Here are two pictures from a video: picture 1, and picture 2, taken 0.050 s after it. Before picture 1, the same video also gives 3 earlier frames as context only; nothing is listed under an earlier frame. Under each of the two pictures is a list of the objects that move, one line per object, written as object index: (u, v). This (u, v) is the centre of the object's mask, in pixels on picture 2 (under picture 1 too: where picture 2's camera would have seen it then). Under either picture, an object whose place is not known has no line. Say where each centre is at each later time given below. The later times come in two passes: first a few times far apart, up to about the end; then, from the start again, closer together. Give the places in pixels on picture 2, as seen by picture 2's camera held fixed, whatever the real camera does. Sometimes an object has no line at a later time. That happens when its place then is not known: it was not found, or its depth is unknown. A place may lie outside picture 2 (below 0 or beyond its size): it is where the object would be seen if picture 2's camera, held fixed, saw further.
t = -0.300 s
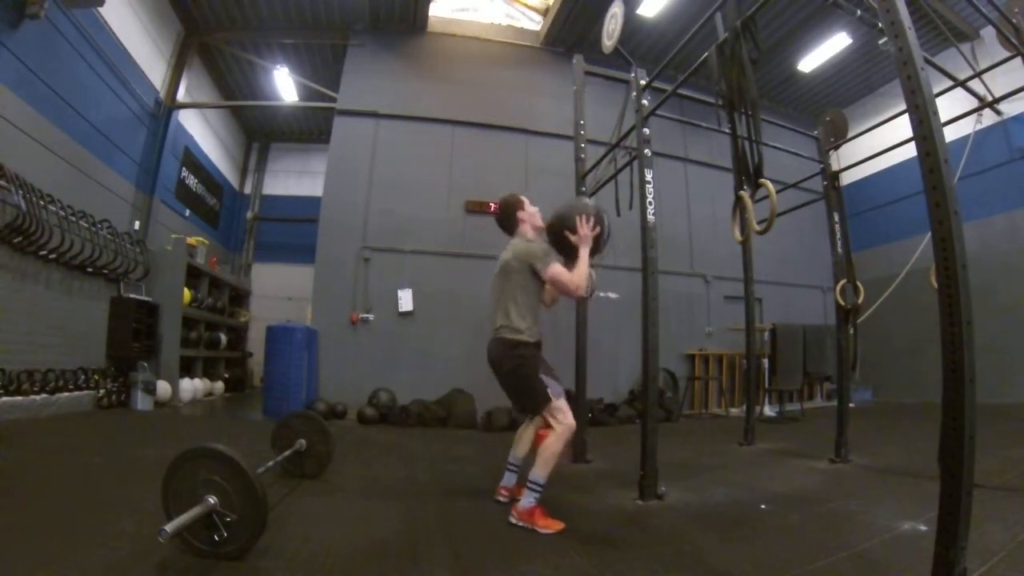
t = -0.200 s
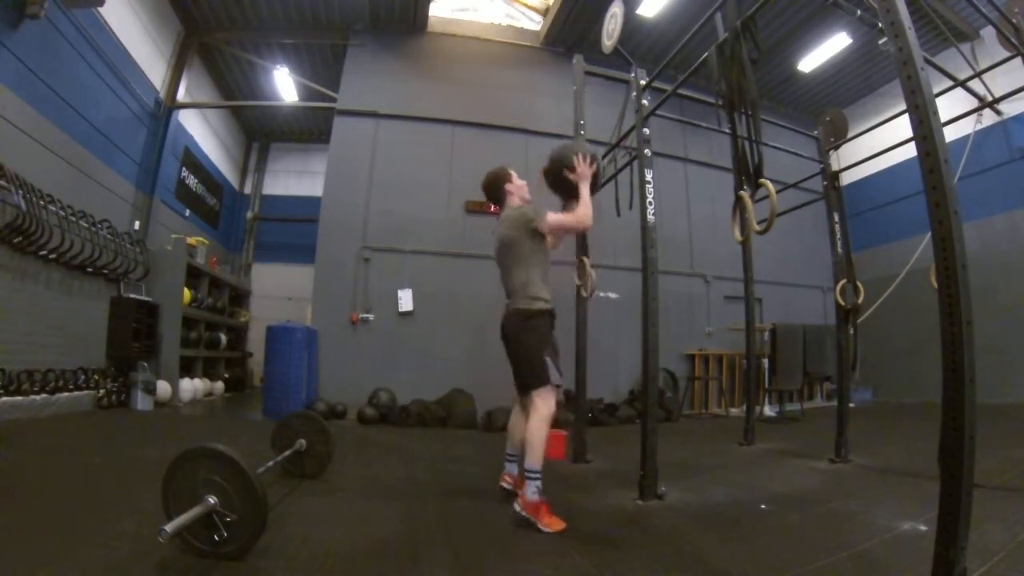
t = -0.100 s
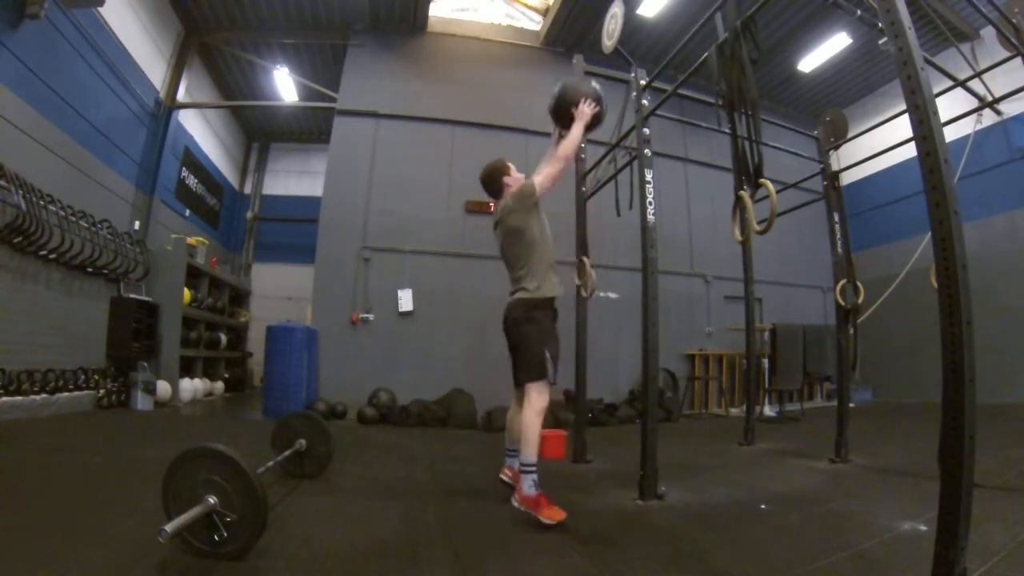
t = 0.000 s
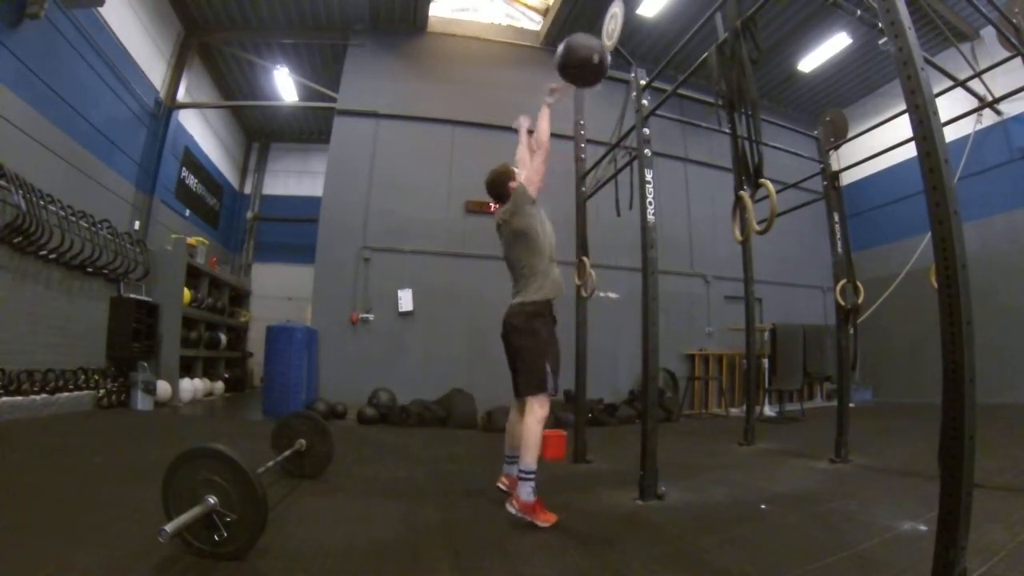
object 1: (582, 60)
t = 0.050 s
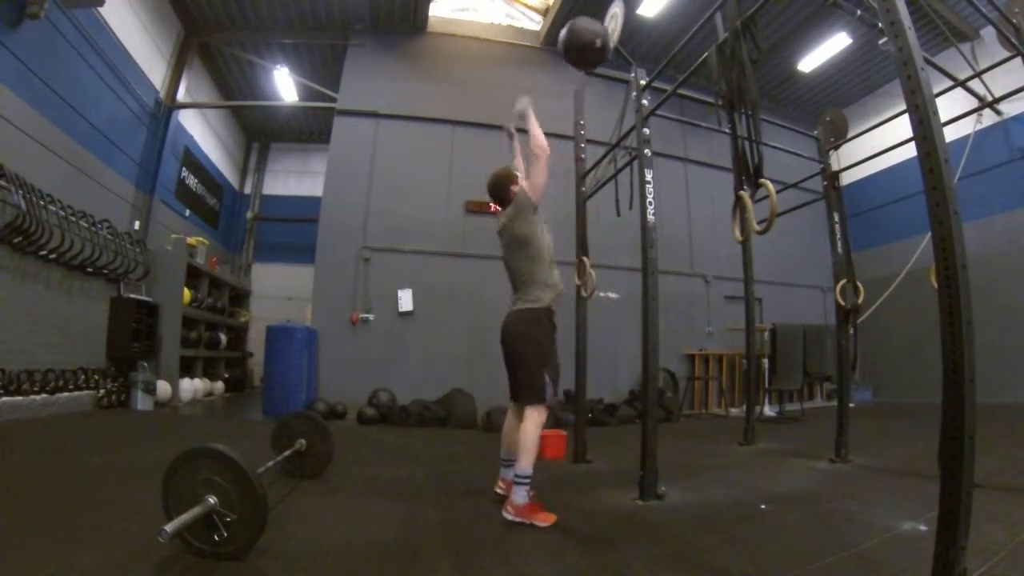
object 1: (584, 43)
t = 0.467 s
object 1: (585, 21)
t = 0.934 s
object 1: (571, 297)
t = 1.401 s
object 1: (569, 407)
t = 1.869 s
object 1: (574, 461)
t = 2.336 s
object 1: (570, 479)
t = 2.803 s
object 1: (568, 480)
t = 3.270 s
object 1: (568, 480)
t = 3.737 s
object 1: (568, 480)
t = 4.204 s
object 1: (568, 480)
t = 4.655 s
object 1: (568, 480)
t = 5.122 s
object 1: (568, 480)
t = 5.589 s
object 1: (568, 480)
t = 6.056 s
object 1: (568, 480)
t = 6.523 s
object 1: (568, 480)
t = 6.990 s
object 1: (568, 480)
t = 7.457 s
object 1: (568, 479)
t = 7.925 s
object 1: (568, 479)
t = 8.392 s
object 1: (568, 479)
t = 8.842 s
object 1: (568, 479)
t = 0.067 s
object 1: (584, 38)
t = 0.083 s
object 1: (586, 34)
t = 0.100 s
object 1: (587, 29)
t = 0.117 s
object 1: (588, 25)
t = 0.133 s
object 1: (589, 23)
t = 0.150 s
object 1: (590, 21)
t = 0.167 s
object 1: (591, 19)
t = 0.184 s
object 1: (593, 18)
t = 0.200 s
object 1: (593, 17)
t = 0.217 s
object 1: (593, 16)
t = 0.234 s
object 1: (593, 15)
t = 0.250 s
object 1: (592, 15)
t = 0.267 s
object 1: (592, 15)
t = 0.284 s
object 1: (591, 14)
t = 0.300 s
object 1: (590, 14)
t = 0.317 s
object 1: (590, 14)
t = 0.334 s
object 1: (589, 14)
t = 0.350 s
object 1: (589, 14)
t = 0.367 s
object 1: (589, 14)
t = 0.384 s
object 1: (589, 15)
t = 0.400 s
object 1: (588, 15)
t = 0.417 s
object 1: (587, 16)
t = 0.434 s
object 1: (587, 18)
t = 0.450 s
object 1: (586, 19)
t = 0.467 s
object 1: (585, 21)
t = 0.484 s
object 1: (584, 23)
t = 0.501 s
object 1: (584, 25)
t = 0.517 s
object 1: (583, 29)
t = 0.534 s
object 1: (583, 34)
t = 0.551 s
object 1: (582, 37)
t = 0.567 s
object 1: (581, 43)
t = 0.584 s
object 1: (582, 48)
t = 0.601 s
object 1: (581, 54)
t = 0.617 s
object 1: (581, 60)
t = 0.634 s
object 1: (581, 67)
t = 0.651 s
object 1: (580, 74)
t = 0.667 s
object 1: (580, 82)
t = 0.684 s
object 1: (580, 90)
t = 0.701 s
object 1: (579, 98)
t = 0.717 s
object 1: (579, 107)
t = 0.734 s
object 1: (579, 117)
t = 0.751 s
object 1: (578, 128)
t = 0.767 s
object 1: (578, 141)
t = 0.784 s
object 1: (577, 152)
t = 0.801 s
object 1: (577, 163)
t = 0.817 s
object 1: (575, 178)
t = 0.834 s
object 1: (575, 194)
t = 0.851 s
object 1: (575, 209)
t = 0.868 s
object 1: (574, 224)
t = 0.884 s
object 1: (574, 242)
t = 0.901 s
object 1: (573, 259)
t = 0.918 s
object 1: (572, 276)
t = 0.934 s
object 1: (571, 297)
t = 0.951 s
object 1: (571, 316)
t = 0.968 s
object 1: (569, 338)
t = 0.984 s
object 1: (568, 359)
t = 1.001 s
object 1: (567, 381)
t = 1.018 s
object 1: (565, 402)
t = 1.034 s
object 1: (564, 425)
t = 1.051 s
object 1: (563, 446)
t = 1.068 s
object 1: (562, 472)
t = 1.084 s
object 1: (561, 490)
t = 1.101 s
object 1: (561, 489)
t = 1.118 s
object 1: (561, 482)
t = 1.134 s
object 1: (562, 472)
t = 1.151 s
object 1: (561, 463)
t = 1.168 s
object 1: (562, 456)
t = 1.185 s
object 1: (563, 449)
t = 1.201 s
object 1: (564, 443)
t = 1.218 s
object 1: (564, 437)
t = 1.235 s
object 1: (565, 432)
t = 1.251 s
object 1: (565, 427)
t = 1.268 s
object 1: (566, 425)
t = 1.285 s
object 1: (567, 421)
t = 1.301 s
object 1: (567, 417)
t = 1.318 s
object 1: (568, 414)
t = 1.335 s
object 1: (568, 411)
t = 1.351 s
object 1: (568, 409)
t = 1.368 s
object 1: (569, 408)
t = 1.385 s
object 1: (569, 407)
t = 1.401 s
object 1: (569, 407)
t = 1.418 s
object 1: (570, 407)
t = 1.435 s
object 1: (570, 407)
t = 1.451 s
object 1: (570, 407)
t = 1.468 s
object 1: (570, 410)
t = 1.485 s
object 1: (570, 411)
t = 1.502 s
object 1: (570, 414)
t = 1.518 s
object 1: (571, 417)
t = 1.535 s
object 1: (570, 420)
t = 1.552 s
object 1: (572, 424)
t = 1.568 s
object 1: (573, 427)
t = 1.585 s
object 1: (572, 433)
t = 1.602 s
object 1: (573, 438)
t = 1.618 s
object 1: (573, 445)
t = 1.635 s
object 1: (573, 451)
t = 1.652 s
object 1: (574, 459)
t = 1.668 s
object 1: (574, 466)
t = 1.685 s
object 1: (573, 475)
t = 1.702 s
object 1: (573, 481)
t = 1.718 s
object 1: (573, 483)
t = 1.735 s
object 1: (573, 481)
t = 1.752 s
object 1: (573, 478)
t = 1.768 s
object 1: (573, 475)
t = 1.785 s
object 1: (574, 471)
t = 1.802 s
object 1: (574, 467)
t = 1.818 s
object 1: (574, 465)
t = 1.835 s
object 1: (574, 463)
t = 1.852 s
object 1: (574, 462)
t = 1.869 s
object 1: (574, 461)
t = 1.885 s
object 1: (574, 461)
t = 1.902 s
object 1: (574, 460)
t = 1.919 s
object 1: (574, 461)
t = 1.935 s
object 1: (574, 462)
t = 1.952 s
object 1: (574, 463)
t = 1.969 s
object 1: (574, 465)
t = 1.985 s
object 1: (574, 467)
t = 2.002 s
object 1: (574, 470)
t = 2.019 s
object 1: (574, 475)
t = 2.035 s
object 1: (573, 478)
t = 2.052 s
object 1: (573, 480)
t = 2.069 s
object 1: (573, 480)
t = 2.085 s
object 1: (573, 480)
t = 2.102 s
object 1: (573, 478)
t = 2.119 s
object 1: (573, 477)
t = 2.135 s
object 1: (573, 476)
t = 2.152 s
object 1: (572, 476)
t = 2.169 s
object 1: (572, 475)
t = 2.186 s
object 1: (572, 475)
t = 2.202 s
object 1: (572, 476)
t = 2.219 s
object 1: (572, 476)
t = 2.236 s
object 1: (572, 477)
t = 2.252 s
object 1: (571, 478)
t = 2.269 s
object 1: (571, 480)
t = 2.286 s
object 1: (571, 480)
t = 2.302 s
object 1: (571, 480)
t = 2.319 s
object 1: (570, 480)
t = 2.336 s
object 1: (570, 479)
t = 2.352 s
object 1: (570, 479)
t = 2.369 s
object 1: (570, 479)
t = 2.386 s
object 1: (570, 479)
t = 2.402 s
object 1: (570, 479)
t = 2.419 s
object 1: (570, 479)
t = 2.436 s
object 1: (569, 480)
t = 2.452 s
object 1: (569, 480)
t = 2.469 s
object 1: (569, 480)
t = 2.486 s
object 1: (569, 480)
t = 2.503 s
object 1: (569, 480)
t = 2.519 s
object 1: (569, 480)
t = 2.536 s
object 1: (569, 480)
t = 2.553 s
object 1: (569, 480)
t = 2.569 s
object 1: (569, 480)
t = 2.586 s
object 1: (568, 480)
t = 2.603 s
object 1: (568, 480)
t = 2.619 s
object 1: (568, 480)
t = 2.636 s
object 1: (568, 480)
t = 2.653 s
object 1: (568, 480)
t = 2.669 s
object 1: (568, 480)
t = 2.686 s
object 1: (568, 480)
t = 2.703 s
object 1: (568, 480)
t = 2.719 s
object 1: (568, 480)
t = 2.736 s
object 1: (568, 480)
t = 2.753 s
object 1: (568, 480)
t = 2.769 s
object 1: (568, 480)
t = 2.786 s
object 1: (568, 480)
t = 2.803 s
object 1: (568, 480)
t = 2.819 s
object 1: (568, 480)
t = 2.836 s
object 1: (568, 480)
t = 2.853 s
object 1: (568, 480)
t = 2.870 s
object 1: (568, 480)
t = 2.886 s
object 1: (568, 480)
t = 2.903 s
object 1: (568, 480)
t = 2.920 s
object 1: (568, 480)
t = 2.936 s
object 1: (568, 480)
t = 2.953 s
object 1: (568, 480)
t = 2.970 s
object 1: (568, 480)
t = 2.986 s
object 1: (568, 480)
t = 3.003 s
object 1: (568, 480)
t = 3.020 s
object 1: (568, 480)
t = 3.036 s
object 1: (568, 480)
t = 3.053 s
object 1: (568, 480)
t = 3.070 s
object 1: (568, 480)
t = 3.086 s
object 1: (568, 480)
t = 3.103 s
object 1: (568, 480)
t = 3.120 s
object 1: (568, 480)
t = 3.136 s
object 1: (568, 480)
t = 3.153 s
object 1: (568, 480)
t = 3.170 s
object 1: (568, 480)
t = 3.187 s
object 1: (568, 480)
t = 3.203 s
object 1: (568, 480)
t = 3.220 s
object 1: (568, 480)
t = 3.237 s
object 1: (568, 480)
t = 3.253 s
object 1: (568, 480)
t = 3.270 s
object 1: (568, 480)
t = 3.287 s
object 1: (568, 480)
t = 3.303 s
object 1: (568, 480)
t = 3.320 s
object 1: (568, 480)
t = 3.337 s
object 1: (568, 480)
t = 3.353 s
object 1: (568, 480)
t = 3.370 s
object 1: (568, 480)
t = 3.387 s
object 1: (568, 480)
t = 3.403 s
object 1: (568, 480)
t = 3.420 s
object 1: (568, 480)
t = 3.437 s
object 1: (568, 480)
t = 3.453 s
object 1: (568, 480)
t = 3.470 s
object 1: (568, 480)
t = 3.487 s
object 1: (568, 480)
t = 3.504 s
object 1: (568, 480)
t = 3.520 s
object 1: (568, 480)
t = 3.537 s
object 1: (568, 480)
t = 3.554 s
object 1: (568, 480)
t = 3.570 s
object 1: (568, 480)
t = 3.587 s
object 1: (568, 480)
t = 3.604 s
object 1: (568, 480)
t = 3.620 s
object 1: (568, 480)
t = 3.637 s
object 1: (568, 480)
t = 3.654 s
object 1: (568, 480)
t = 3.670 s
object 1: (568, 480)
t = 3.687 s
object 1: (568, 480)
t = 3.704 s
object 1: (568, 480)
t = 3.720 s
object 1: (568, 480)
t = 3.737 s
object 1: (568, 480)
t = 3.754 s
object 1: (568, 480)
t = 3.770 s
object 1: (568, 480)
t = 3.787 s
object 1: (568, 480)
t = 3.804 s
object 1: (568, 480)
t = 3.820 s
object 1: (568, 480)
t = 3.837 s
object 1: (568, 480)
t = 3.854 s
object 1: (568, 480)
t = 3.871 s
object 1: (568, 480)
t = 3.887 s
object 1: (568, 480)
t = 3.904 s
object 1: (568, 480)
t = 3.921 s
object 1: (568, 479)
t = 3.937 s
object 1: (568, 480)
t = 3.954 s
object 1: (568, 480)
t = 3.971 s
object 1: (568, 480)
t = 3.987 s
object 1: (568, 480)
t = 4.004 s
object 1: (568, 480)
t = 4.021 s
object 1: (568, 480)
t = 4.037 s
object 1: (568, 480)
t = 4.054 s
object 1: (568, 480)
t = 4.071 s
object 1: (568, 480)
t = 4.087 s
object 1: (568, 480)
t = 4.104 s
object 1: (568, 480)
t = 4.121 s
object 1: (568, 480)
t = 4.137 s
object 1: (568, 479)
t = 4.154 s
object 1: (568, 479)
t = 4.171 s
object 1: (568, 480)
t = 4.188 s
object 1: (568, 480)
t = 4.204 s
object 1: (568, 480)
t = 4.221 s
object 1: (568, 480)
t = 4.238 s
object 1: (568, 480)
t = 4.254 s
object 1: (568, 480)
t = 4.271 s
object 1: (568, 480)
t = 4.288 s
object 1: (568, 480)
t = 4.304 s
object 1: (568, 480)
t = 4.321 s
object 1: (568, 480)
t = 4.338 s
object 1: (568, 480)
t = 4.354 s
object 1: (568, 480)
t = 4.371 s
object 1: (568, 480)
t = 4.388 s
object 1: (568, 480)
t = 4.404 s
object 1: (568, 480)
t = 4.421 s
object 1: (568, 480)
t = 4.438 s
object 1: (568, 480)
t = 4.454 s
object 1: (568, 480)
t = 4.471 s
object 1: (568, 480)
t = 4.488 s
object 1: (568, 480)
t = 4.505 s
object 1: (568, 480)
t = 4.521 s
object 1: (568, 480)
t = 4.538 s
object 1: (568, 480)
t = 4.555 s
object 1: (568, 480)
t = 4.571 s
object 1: (568, 480)
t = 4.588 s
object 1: (568, 480)
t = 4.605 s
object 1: (568, 480)
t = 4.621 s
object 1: (568, 480)
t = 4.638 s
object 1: (568, 480)
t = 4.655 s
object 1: (568, 480)
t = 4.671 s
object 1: (568, 480)
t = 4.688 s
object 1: (568, 480)
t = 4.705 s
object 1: (568, 480)
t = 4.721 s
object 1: (568, 480)
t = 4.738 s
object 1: (568, 480)
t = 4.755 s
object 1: (568, 480)
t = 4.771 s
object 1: (568, 480)
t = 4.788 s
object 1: (568, 480)
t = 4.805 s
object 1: (568, 480)
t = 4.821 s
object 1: (568, 480)
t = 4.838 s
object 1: (568, 480)
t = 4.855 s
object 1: (568, 480)
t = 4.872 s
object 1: (568, 480)
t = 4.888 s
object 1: (568, 480)
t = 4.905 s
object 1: (568, 480)
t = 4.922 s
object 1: (568, 480)
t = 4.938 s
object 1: (568, 480)
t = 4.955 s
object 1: (568, 480)
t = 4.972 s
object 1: (568, 480)
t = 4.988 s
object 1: (568, 480)
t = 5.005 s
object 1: (568, 479)
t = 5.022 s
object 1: (568, 480)
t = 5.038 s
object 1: (568, 480)
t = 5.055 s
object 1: (568, 480)
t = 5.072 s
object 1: (568, 480)
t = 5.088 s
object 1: (568, 480)
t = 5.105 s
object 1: (568, 480)
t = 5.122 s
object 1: (568, 480)
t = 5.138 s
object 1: (568, 480)
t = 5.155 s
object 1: (568, 480)
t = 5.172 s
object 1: (568, 480)
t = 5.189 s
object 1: (568, 480)
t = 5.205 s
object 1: (568, 480)
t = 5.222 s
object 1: (568, 480)
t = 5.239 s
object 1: (568, 480)
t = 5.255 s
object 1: (568, 480)
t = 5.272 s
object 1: (568, 480)
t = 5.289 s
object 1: (568, 480)
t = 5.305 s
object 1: (568, 480)
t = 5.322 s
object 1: (568, 480)
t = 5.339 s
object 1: (568, 480)
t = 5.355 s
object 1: (568, 480)
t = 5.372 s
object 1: (568, 480)
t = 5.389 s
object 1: (568, 480)
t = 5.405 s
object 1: (568, 480)
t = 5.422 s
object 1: (568, 480)
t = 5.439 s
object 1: (568, 480)
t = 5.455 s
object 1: (568, 480)
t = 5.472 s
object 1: (568, 480)
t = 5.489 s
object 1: (568, 480)
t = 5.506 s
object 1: (568, 480)
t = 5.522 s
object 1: (568, 480)
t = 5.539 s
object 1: (568, 480)
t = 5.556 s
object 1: (568, 480)
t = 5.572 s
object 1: (568, 480)
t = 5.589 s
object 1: (568, 480)
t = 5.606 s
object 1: (568, 480)
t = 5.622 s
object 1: (568, 480)
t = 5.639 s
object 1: (568, 480)
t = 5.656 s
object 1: (568, 480)
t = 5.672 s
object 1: (568, 480)
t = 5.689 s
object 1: (568, 480)
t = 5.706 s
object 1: (568, 480)
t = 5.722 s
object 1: (568, 480)
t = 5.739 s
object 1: (568, 480)
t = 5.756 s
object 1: (568, 479)
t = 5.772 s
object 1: (568, 479)
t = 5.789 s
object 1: (568, 479)
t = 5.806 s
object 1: (568, 479)
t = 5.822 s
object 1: (568, 479)
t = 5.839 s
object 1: (568, 479)
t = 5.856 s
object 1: (568, 479)
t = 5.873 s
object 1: (568, 479)
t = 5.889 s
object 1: (568, 480)
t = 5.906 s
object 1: (568, 480)
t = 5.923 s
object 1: (568, 480)
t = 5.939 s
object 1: (568, 480)
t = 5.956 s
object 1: (568, 480)
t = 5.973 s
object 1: (568, 480)
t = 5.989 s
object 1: (568, 480)
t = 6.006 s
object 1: (568, 480)
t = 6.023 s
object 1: (568, 480)
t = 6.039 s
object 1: (568, 480)
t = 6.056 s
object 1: (568, 480)
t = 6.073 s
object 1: (568, 480)
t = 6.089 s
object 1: (568, 480)
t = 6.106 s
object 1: (568, 480)
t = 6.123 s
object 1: (568, 480)
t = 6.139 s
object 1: (568, 480)
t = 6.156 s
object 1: (568, 480)
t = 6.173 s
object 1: (568, 480)
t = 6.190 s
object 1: (568, 480)
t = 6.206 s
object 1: (568, 480)
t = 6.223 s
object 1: (568, 480)
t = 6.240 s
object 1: (568, 480)
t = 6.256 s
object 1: (568, 480)
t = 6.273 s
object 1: (568, 480)
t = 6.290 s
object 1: (568, 480)
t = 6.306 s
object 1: (568, 480)
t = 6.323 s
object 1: (568, 480)
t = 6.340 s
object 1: (568, 480)
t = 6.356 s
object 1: (568, 480)
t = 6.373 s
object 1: (568, 480)
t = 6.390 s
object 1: (568, 480)
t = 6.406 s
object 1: (568, 480)
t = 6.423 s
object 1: (568, 480)
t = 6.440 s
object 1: (568, 480)
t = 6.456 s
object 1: (568, 480)
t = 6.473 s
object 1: (568, 480)
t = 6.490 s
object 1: (568, 480)
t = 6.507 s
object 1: (568, 480)
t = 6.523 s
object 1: (568, 480)
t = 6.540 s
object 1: (568, 480)
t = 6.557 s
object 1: (568, 480)
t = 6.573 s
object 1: (568, 480)
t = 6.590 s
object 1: (568, 480)
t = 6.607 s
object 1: (568, 480)
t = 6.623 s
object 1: (568, 480)
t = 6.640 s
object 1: (568, 480)
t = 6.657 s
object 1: (568, 479)
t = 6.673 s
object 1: (568, 479)
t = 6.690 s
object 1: (568, 479)
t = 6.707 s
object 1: (568, 479)
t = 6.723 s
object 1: (568, 479)
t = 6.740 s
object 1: (568, 479)
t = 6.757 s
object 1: (568, 479)
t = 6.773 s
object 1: (568, 480)
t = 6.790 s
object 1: (568, 479)
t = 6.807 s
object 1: (568, 479)
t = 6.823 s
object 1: (568, 480)
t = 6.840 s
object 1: (568, 480)
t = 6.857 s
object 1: (568, 480)
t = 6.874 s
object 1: (568, 480)
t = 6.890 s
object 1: (568, 480)
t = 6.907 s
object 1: (568, 480)
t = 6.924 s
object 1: (568, 480)
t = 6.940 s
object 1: (568, 480)
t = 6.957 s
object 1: (568, 480)
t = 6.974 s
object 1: (568, 480)
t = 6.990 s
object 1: (568, 480)
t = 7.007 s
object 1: (568, 480)
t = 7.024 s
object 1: (568, 480)
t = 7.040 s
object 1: (568, 480)
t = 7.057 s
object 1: (568, 480)
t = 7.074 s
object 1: (568, 480)
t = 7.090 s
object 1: (568, 480)
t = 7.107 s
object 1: (568, 480)
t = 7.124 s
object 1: (568, 480)
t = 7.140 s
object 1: (568, 480)
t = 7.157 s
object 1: (568, 480)
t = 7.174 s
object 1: (568, 480)
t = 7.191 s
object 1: (568, 480)
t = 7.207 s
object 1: (568, 480)
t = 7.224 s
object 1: (568, 480)
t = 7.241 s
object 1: (568, 480)
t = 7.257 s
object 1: (568, 480)
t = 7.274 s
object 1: (568, 480)
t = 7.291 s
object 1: (568, 480)
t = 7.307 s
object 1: (568, 480)
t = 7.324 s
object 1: (568, 480)
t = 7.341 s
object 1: (568, 480)
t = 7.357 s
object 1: (568, 480)
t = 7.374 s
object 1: (568, 480)
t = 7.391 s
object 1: (568, 479)
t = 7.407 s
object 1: (568, 479)
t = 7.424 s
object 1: (568, 479)
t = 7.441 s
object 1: (568, 479)
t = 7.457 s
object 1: (568, 479)
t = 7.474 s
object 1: (568, 480)
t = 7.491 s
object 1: (568, 479)
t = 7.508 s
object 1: (568, 480)
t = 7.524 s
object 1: (568, 479)
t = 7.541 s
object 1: (568, 479)
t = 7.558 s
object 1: (568, 479)
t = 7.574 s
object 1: (568, 479)
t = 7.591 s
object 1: (568, 480)
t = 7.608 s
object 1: (568, 480)
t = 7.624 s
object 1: (568, 479)
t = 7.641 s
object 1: (568, 479)
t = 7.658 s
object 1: (568, 479)
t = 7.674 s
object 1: (568, 480)
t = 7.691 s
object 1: (568, 480)
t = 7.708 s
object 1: (568, 480)
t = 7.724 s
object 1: (568, 480)
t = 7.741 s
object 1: (568, 480)
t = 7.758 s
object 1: (568, 480)
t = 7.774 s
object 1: (568, 480)
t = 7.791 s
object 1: (568, 480)
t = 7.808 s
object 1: (568, 479)
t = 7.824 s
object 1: (568, 479)
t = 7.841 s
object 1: (568, 479)
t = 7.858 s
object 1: (568, 479)
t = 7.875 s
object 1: (568, 479)
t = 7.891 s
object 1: (568, 479)
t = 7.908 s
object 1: (568, 479)
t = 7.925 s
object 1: (568, 479)
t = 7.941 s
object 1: (568, 479)
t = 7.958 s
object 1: (568, 479)
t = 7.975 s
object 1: (568, 479)
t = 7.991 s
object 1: (568, 479)
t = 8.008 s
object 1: (568, 479)
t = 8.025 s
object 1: (568, 479)
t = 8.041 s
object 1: (568, 479)
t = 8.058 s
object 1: (568, 479)
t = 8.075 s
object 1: (568, 479)
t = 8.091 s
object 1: (568, 479)
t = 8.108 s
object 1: (568, 479)
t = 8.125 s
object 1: (568, 479)
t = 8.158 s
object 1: (568, 479)
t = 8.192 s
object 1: (568, 479)
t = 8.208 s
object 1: (568, 479)
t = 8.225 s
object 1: (568, 479)
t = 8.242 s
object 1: (568, 479)
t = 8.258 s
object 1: (568, 479)
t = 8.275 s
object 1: (568, 479)
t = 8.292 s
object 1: (568, 479)
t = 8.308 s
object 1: (568, 479)
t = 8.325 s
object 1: (568, 479)
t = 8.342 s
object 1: (568, 479)
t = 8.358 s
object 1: (568, 479)
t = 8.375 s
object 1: (568, 479)
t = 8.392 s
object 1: (568, 479)
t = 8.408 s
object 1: (568, 479)
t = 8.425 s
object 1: (568, 479)
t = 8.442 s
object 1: (568, 479)
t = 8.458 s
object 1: (568, 479)
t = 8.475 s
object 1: (568, 479)
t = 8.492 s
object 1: (568, 480)
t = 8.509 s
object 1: (568, 480)
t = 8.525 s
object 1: (568, 480)
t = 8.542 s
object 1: (568, 480)
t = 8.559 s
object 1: (568, 480)
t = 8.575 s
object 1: (568, 480)
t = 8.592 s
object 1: (568, 480)
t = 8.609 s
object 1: (568, 480)
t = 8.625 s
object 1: (568, 480)
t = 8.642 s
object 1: (568, 480)
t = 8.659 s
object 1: (568, 480)
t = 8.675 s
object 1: (568, 480)
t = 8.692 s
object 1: (568, 480)
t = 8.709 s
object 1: (568, 480)
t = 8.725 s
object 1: (568, 479)
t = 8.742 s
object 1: (568, 479)
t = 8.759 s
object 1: (568, 479)
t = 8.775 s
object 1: (568, 479)
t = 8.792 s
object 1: (568, 479)
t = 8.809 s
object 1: (568, 479)
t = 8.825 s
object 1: (568, 479)
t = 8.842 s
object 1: (568, 479)
